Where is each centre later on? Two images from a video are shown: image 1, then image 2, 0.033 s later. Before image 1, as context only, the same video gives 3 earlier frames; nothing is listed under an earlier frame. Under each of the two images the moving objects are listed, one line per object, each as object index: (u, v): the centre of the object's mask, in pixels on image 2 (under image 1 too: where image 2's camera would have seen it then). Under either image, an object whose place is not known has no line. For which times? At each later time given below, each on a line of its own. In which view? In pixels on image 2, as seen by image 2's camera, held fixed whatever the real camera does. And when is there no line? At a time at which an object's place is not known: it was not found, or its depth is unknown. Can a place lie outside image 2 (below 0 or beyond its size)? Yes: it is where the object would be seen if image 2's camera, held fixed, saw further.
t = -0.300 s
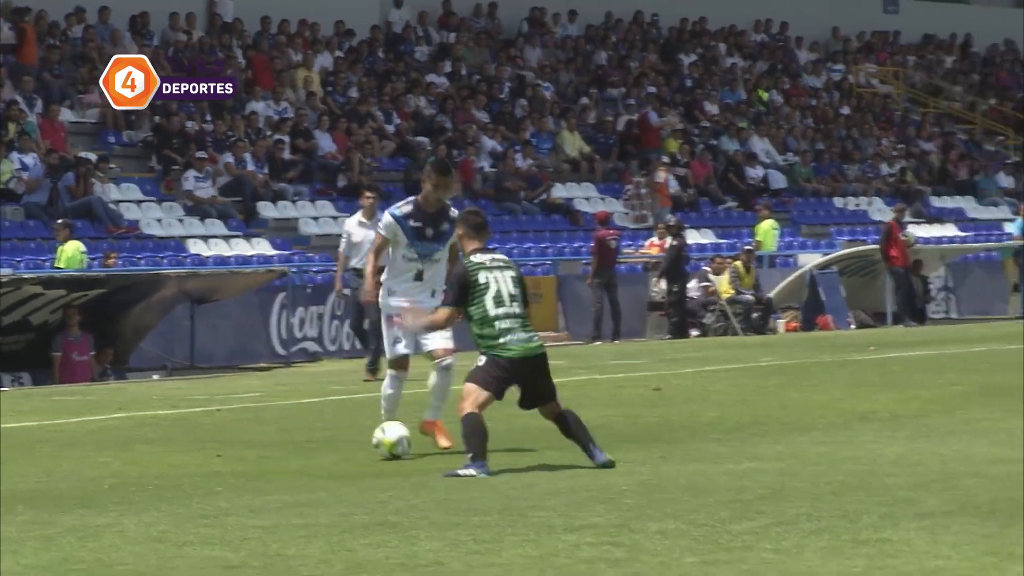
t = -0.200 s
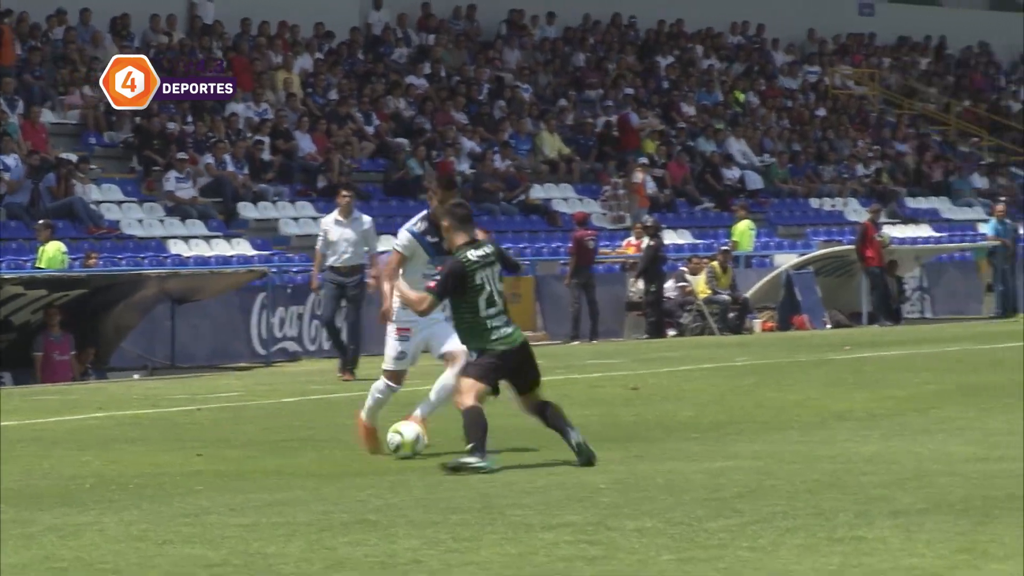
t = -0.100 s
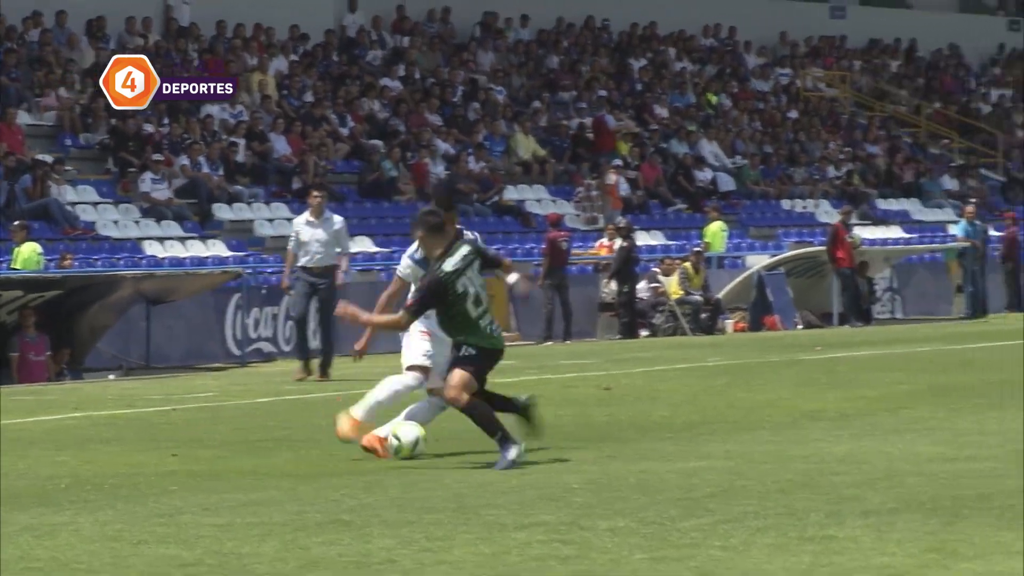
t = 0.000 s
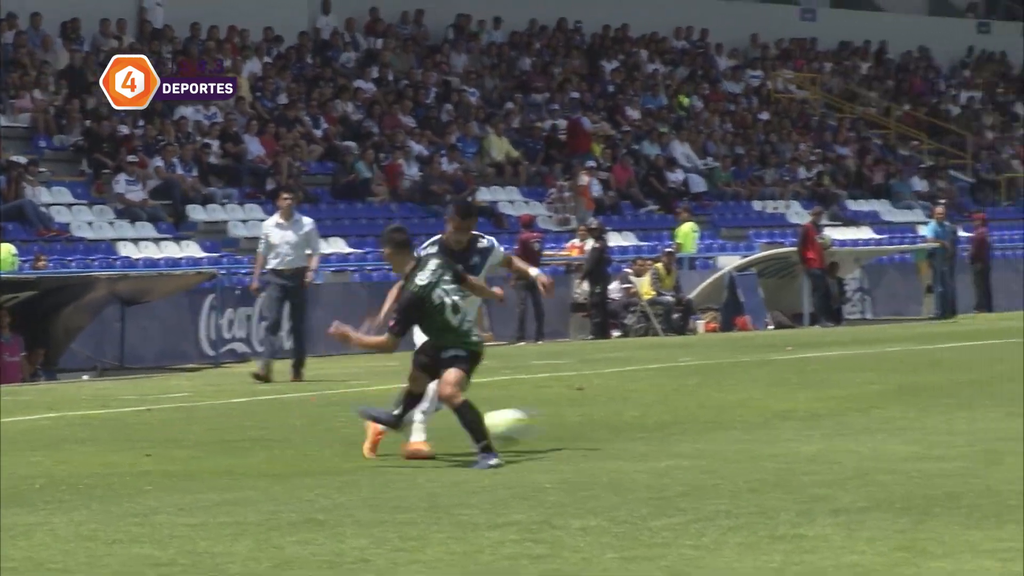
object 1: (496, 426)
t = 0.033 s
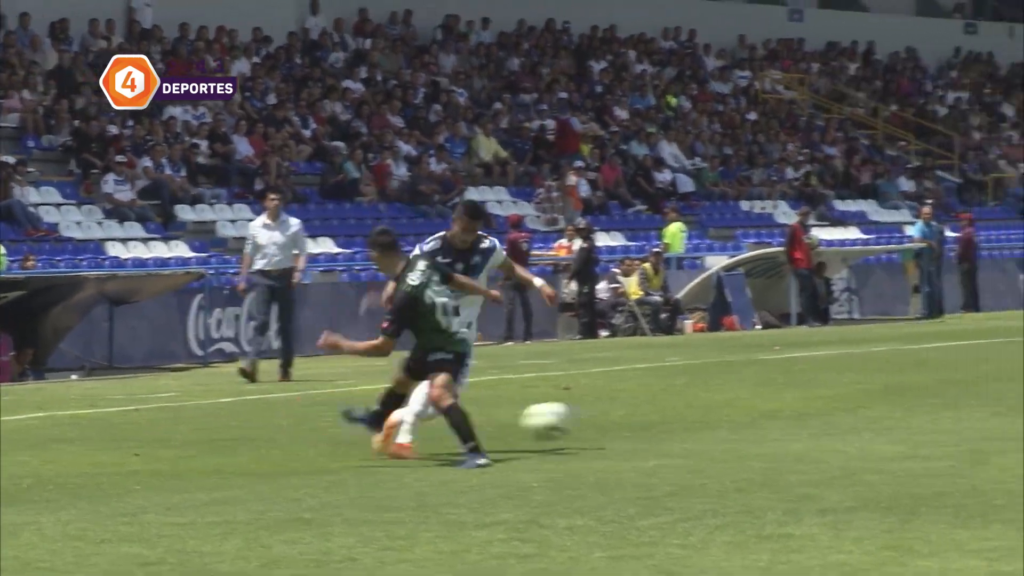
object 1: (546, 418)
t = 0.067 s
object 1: (602, 415)
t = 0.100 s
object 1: (659, 412)
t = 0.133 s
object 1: (714, 407)
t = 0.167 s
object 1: (774, 412)
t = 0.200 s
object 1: (831, 417)
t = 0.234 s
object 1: (890, 423)
